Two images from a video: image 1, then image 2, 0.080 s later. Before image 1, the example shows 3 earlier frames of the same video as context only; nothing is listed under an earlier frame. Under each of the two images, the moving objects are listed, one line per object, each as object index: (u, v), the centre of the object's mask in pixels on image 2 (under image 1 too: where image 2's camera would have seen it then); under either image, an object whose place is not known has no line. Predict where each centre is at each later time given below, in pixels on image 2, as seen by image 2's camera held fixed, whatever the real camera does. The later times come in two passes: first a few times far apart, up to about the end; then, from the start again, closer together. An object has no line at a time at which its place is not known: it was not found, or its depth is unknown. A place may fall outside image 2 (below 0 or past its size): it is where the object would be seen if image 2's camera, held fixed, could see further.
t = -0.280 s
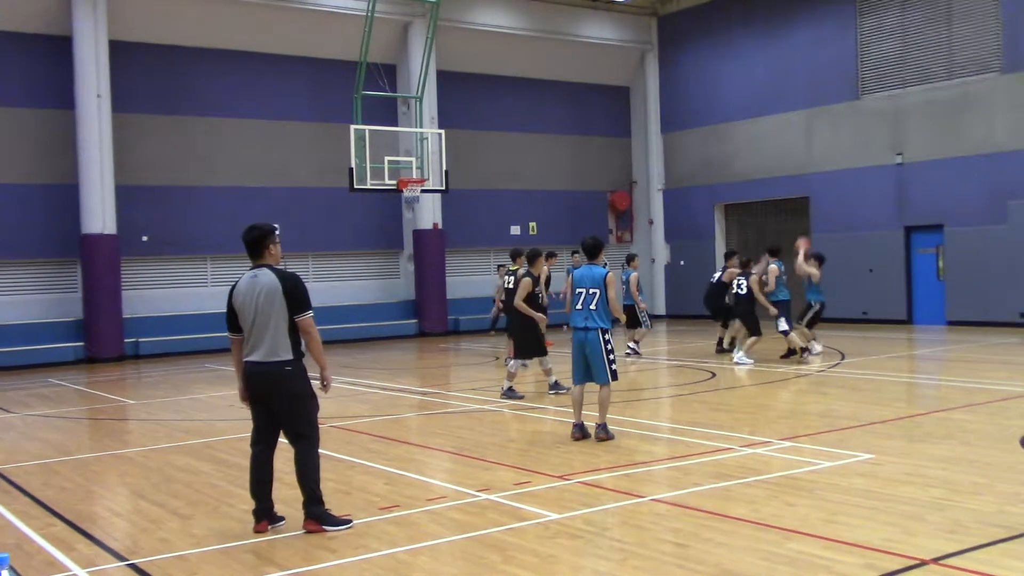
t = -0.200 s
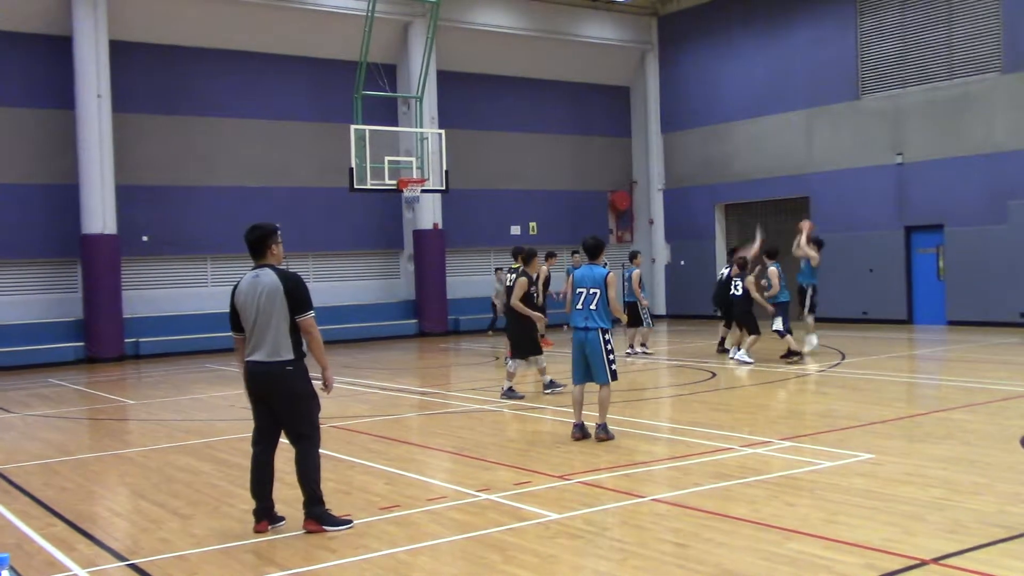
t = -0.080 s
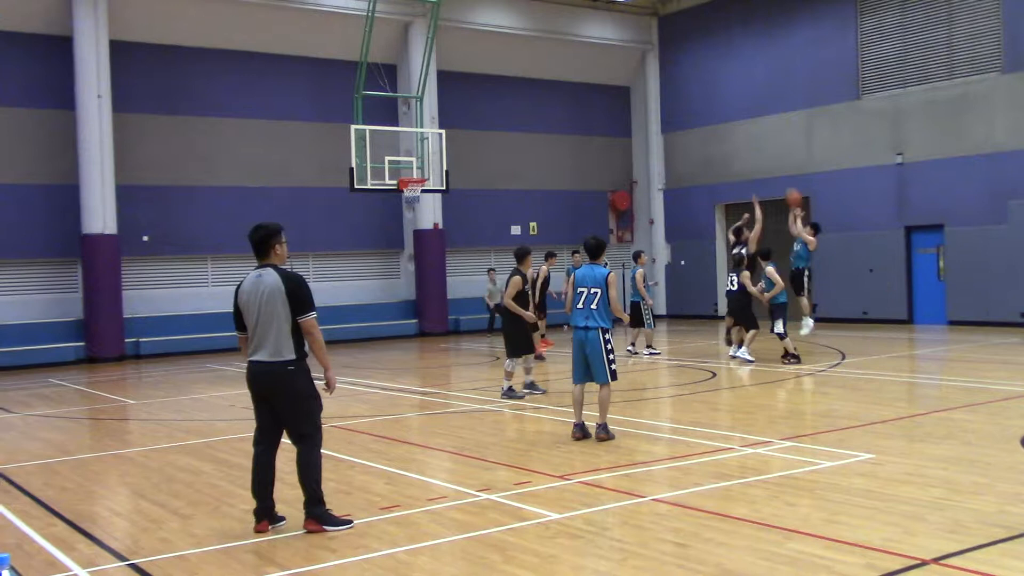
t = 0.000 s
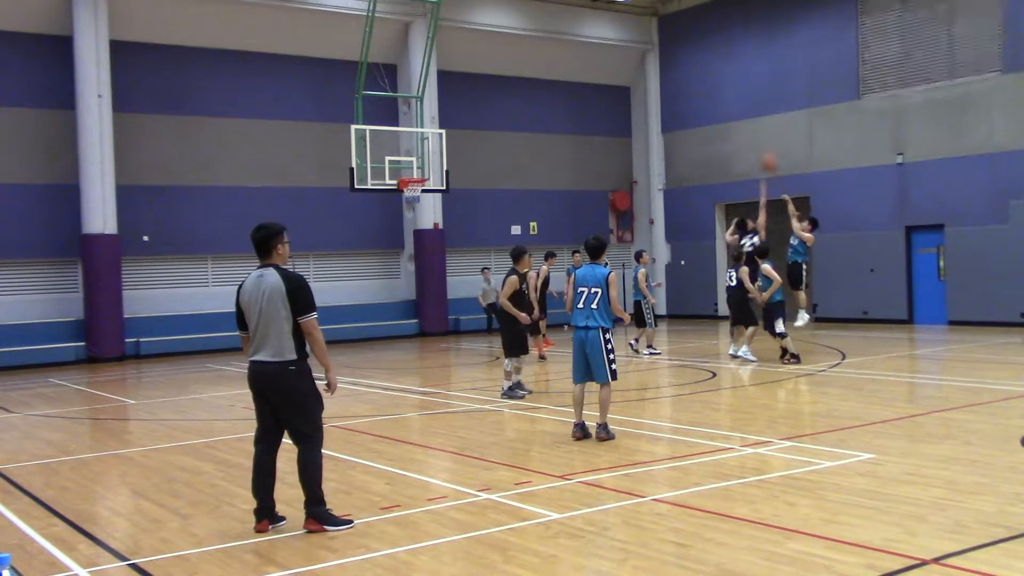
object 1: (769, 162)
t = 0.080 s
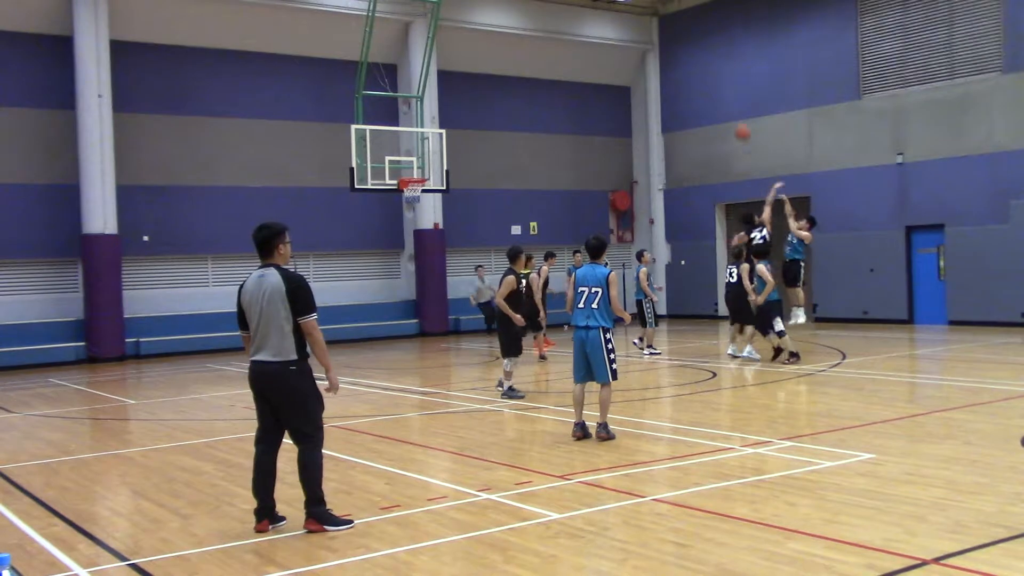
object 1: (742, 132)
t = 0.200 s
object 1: (705, 93)
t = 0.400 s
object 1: (646, 51)
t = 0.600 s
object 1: (587, 34)
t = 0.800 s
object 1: (531, 41)
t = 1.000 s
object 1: (481, 69)
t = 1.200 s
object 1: (428, 123)
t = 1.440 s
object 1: (384, 186)
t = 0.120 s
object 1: (730, 117)
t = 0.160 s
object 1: (717, 105)
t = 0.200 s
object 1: (705, 93)
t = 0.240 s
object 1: (693, 82)
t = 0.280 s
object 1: (681, 73)
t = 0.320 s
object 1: (669, 65)
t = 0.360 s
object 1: (656, 58)
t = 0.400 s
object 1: (646, 51)
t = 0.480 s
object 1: (622, 42)
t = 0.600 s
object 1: (587, 34)
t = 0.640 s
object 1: (575, 33)
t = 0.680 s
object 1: (564, 33)
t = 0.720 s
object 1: (554, 35)
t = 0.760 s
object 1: (541, 37)
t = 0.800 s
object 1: (531, 41)
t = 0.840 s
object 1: (520, 44)
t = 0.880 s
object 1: (509, 50)
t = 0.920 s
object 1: (499, 56)
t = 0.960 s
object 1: (489, 62)
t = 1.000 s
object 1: (481, 69)
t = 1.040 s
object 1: (468, 78)
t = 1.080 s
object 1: (458, 88)
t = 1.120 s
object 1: (449, 97)
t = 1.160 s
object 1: (439, 110)
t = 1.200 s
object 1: (428, 123)
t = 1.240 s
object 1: (418, 137)
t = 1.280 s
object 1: (409, 150)
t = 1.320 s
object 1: (398, 165)
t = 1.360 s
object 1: (390, 178)
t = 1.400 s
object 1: (385, 183)
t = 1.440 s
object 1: (384, 186)
